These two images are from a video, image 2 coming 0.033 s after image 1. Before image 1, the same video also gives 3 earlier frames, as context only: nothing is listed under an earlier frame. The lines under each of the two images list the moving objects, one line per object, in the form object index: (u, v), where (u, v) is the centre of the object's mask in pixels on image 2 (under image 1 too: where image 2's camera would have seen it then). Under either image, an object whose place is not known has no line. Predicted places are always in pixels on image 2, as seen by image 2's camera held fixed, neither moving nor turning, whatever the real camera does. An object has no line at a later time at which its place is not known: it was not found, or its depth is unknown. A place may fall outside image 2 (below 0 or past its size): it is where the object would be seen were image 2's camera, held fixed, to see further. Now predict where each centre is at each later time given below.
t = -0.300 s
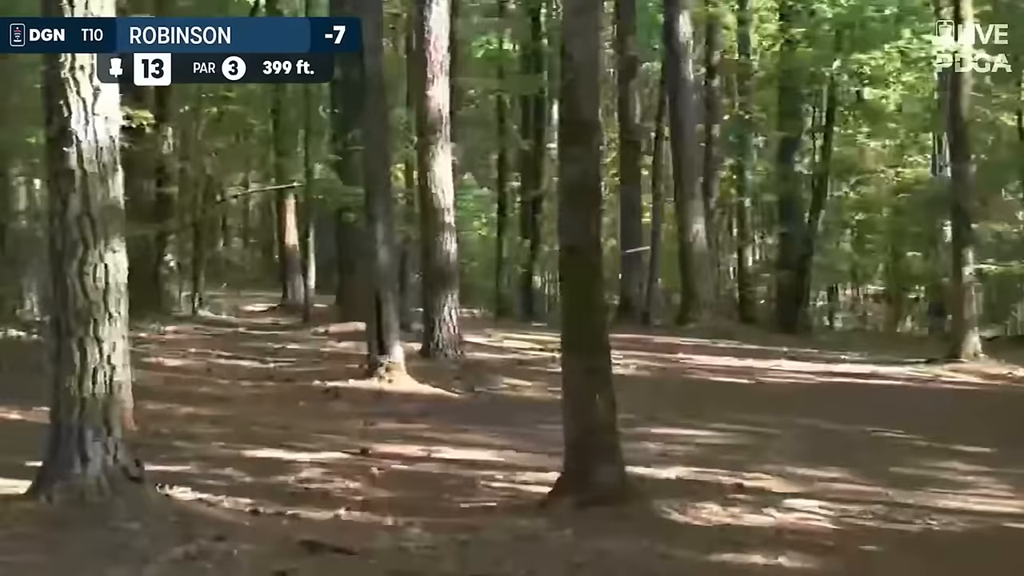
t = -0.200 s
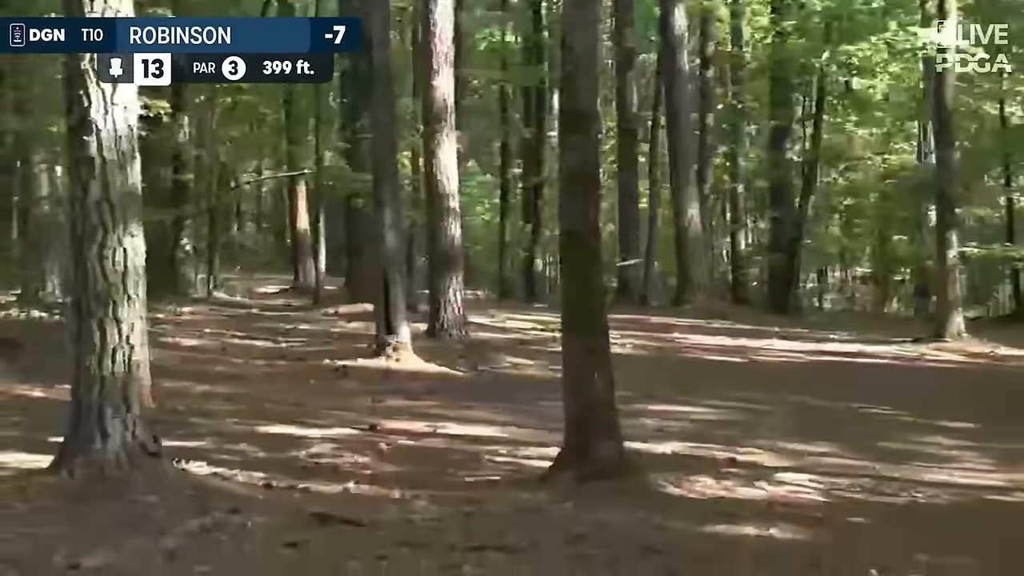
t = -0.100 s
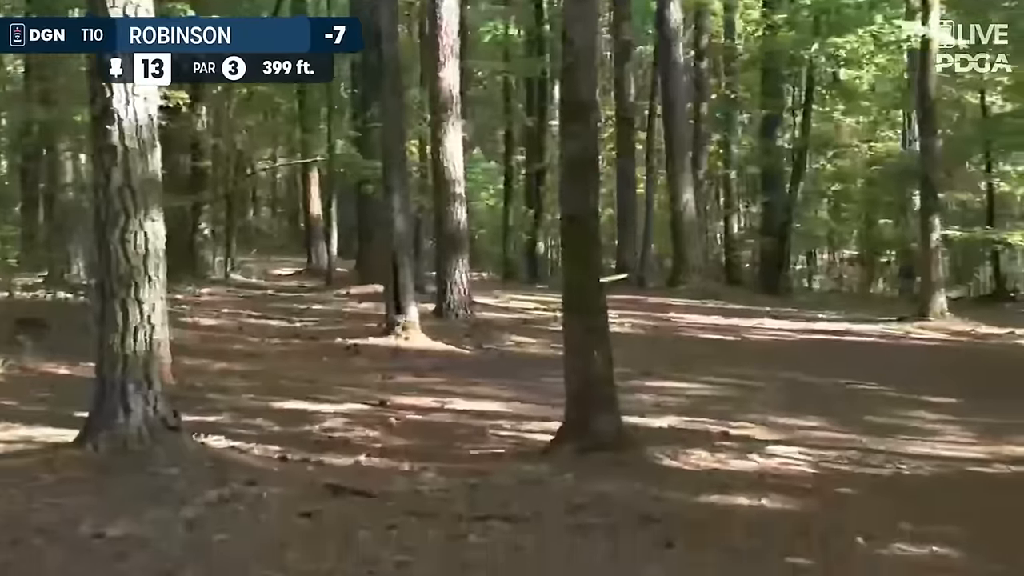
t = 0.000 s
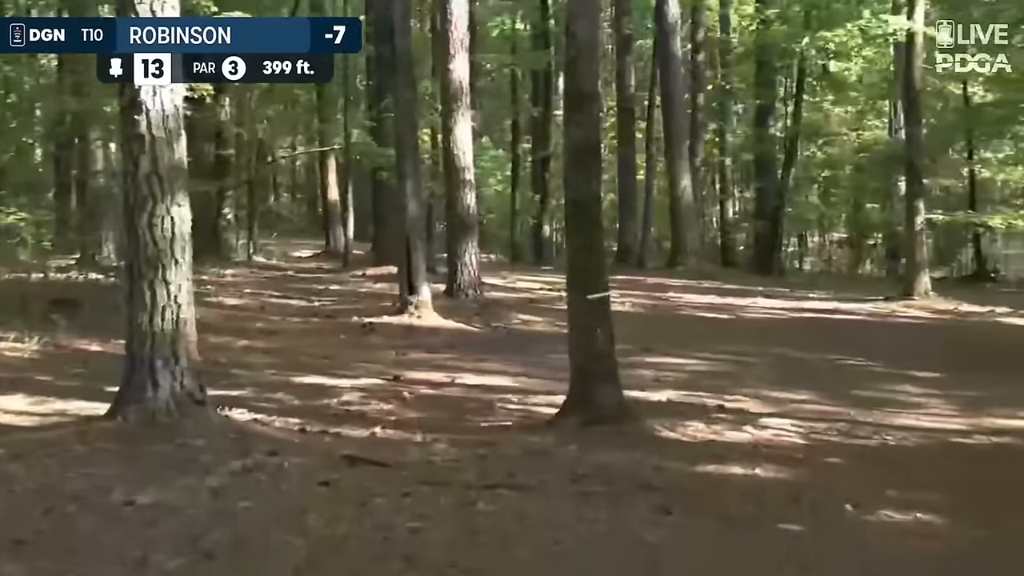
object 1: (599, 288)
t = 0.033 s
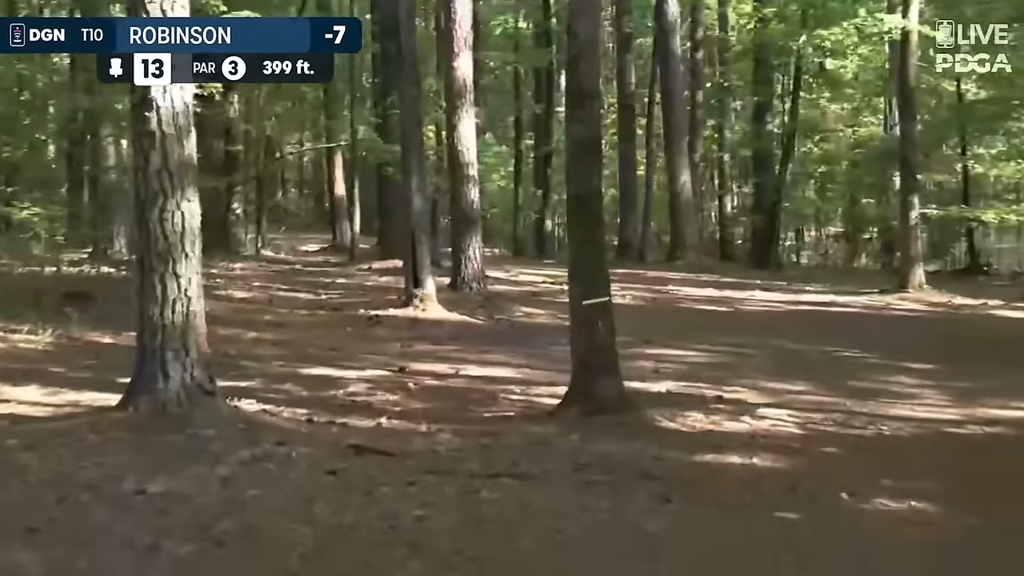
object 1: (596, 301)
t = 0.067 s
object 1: (589, 315)
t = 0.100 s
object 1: (582, 328)
